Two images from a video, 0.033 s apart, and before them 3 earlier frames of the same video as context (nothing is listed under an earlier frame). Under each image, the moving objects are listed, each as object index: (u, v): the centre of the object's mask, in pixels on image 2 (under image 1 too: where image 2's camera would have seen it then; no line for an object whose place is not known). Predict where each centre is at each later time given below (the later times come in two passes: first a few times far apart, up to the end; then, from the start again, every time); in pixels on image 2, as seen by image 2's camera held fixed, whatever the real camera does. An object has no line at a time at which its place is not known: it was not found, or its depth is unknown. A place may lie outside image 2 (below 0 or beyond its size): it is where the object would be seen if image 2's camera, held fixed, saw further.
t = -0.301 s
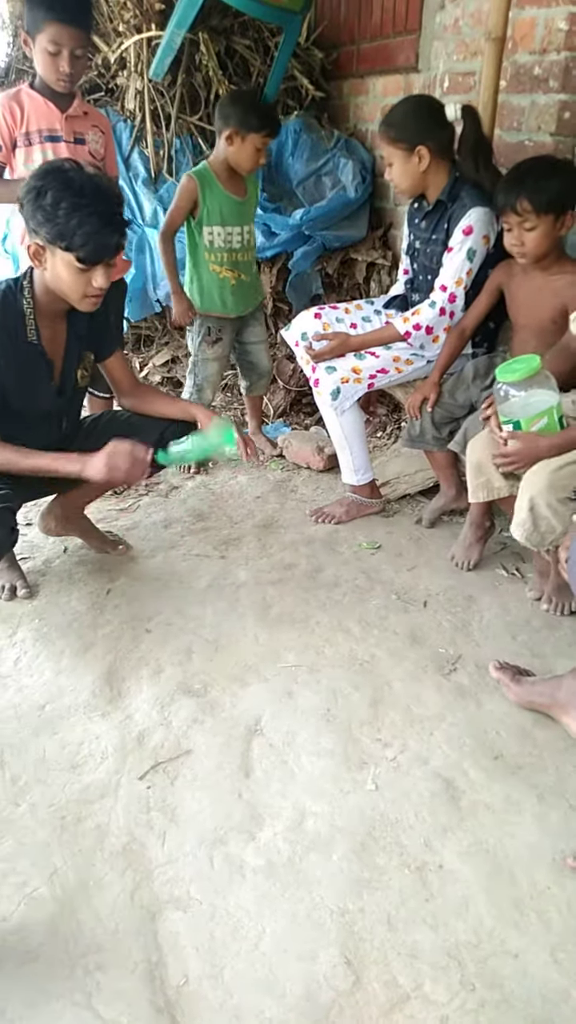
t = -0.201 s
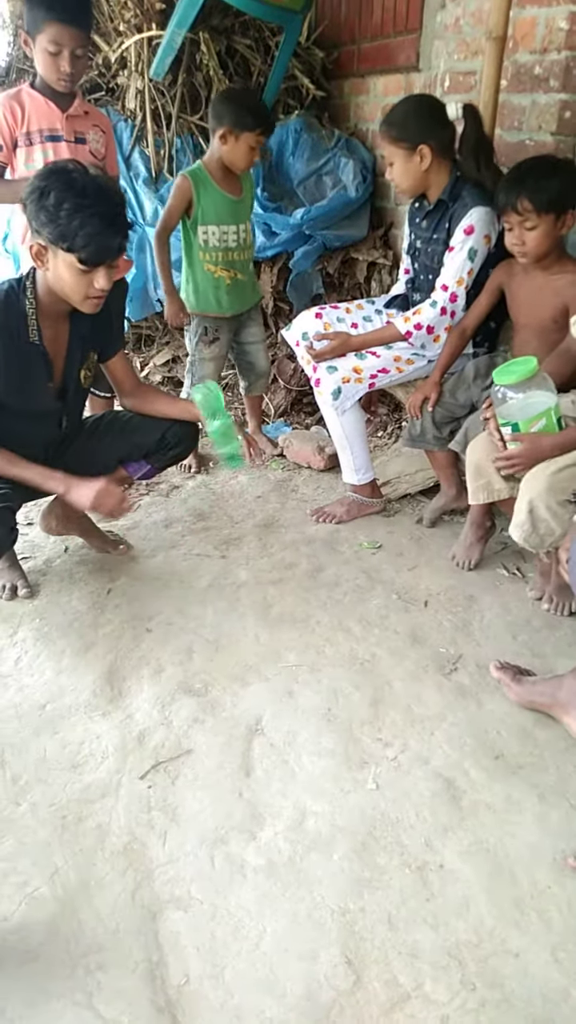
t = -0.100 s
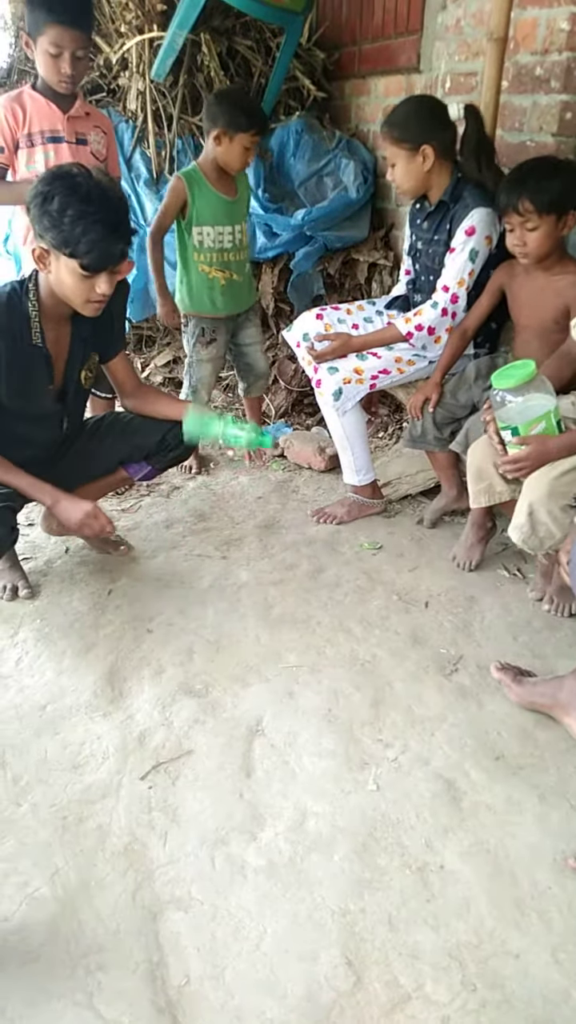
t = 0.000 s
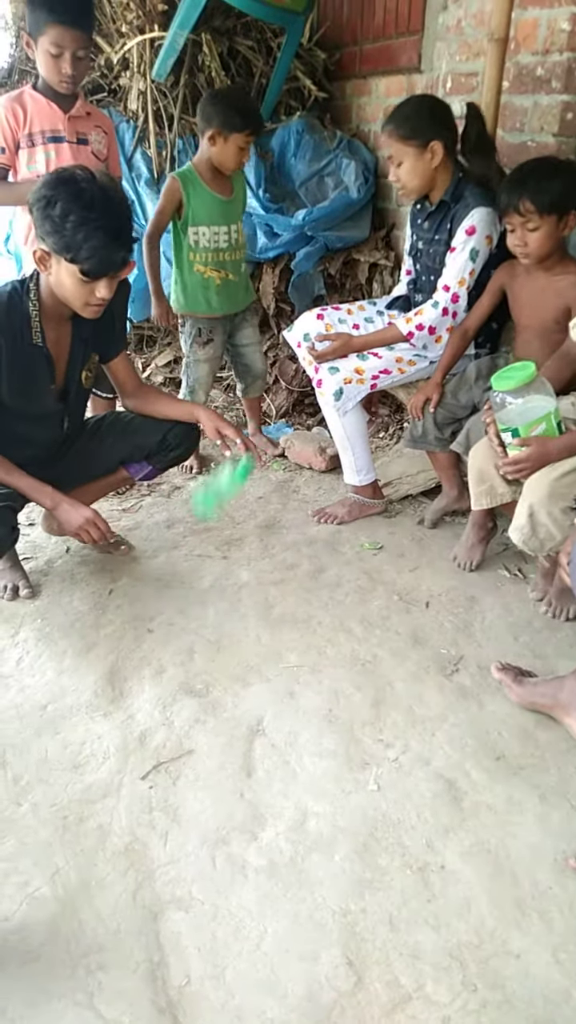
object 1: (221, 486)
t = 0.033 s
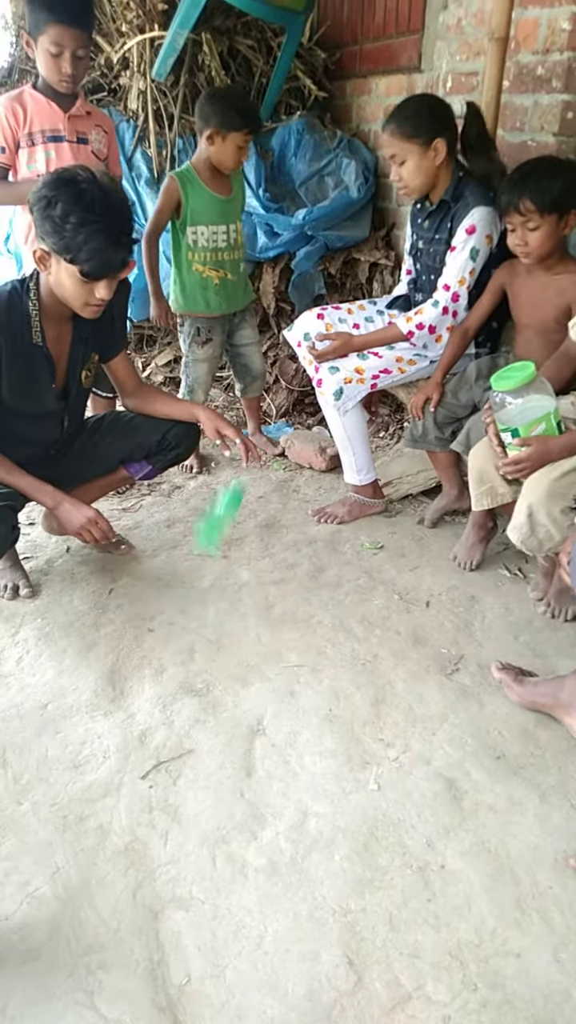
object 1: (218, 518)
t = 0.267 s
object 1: (213, 610)
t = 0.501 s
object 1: (227, 604)
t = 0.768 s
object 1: (246, 612)
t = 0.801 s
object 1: (247, 613)
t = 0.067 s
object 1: (217, 550)
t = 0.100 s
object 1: (214, 592)
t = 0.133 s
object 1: (213, 608)
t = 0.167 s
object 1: (212, 610)
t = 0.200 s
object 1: (212, 610)
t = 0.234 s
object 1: (212, 609)
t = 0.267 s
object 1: (213, 610)
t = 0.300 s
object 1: (215, 610)
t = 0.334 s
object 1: (218, 609)
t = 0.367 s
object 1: (220, 608)
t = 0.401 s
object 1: (222, 607)
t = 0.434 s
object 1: (223, 606)
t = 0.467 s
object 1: (225, 604)
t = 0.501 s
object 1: (227, 604)
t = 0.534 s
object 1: (230, 603)
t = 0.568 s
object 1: (233, 603)
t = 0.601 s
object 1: (237, 604)
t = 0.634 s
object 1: (240, 608)
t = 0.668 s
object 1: (243, 613)
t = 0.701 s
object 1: (245, 611)
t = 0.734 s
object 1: (245, 611)
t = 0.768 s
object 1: (246, 612)
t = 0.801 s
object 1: (247, 613)
